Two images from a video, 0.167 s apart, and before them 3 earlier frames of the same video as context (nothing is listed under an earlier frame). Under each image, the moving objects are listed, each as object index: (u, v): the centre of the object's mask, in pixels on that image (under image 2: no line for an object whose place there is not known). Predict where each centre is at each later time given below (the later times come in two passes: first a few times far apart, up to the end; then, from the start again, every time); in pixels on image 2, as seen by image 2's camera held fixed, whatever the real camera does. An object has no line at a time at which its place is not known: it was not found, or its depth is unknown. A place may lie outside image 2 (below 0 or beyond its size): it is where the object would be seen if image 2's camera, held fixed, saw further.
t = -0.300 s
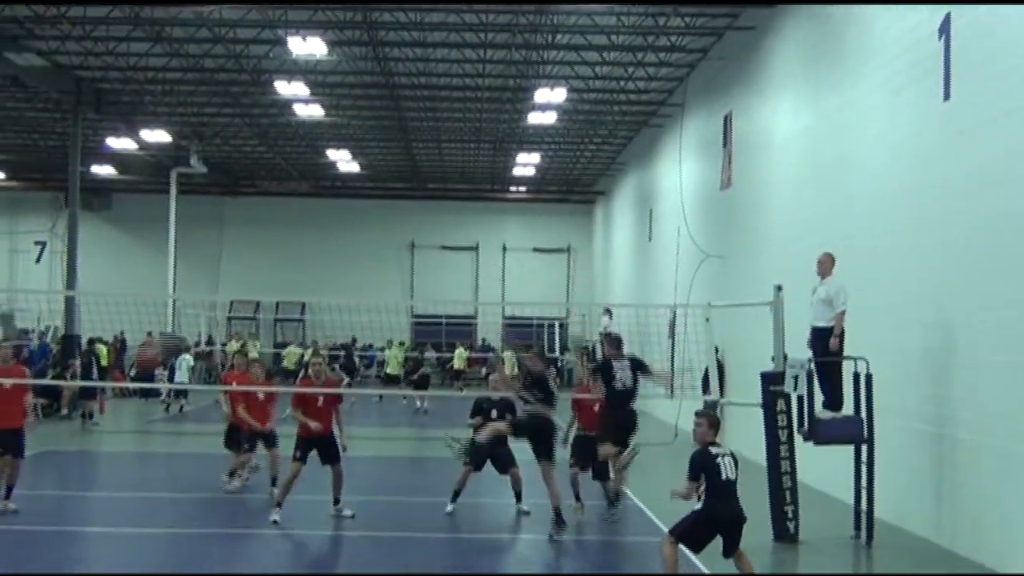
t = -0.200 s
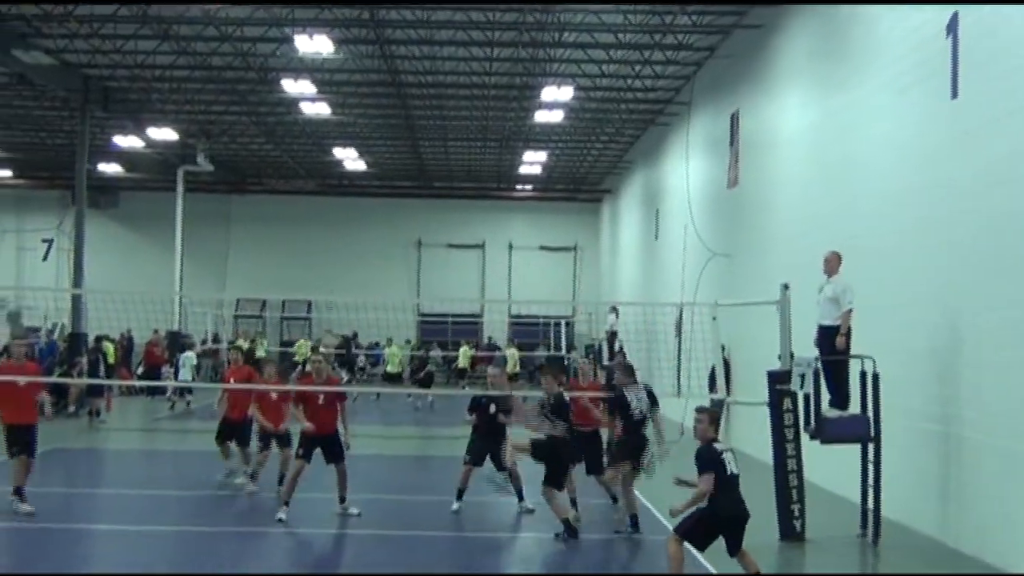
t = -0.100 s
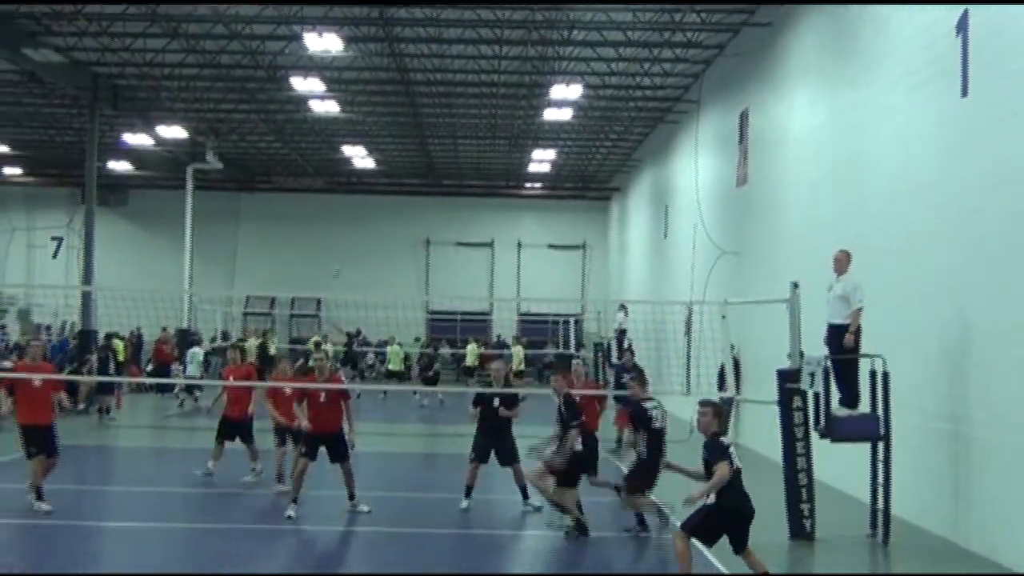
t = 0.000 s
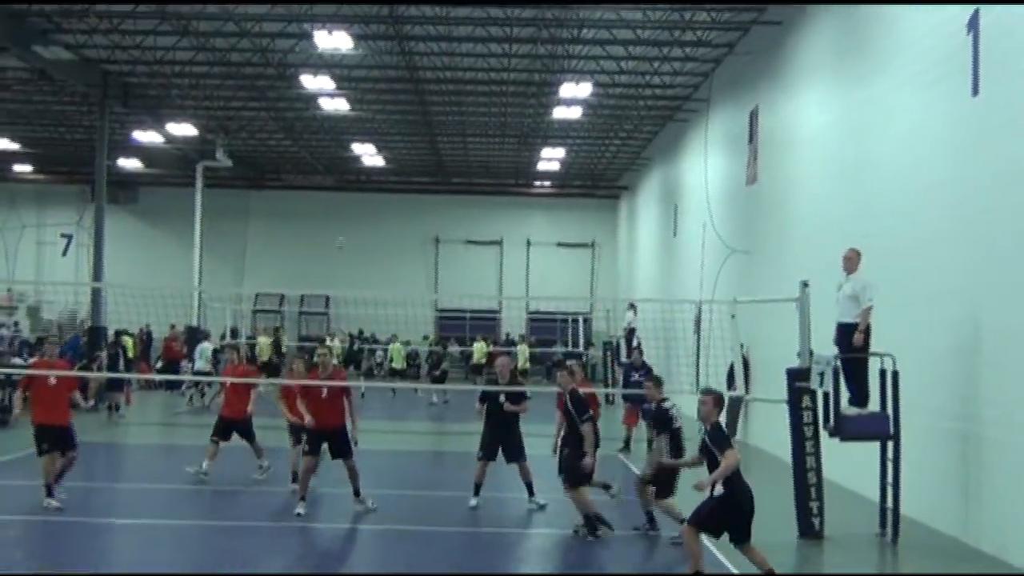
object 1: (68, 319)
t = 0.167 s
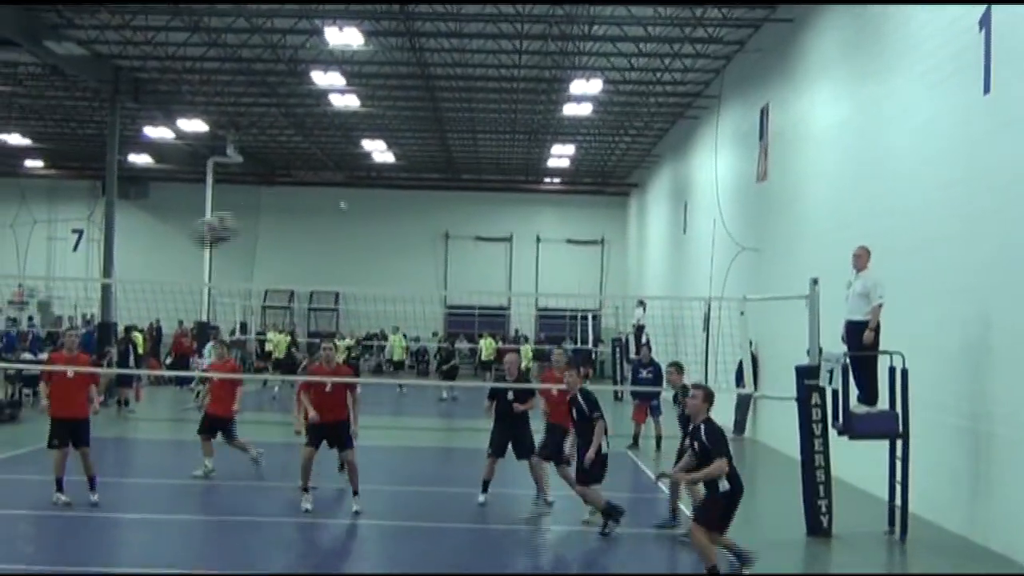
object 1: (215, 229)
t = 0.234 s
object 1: (263, 208)
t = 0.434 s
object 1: (393, 190)
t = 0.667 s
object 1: (519, 241)
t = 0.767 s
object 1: (566, 278)
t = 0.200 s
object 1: (239, 217)
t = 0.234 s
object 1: (263, 208)
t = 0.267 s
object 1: (286, 200)
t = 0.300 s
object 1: (310, 194)
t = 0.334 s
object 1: (332, 190)
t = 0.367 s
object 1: (351, 185)
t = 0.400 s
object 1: (372, 188)
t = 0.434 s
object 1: (393, 190)
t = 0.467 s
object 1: (413, 189)
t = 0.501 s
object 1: (432, 196)
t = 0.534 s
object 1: (448, 204)
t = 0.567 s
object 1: (468, 209)
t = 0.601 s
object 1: (485, 220)
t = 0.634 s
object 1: (500, 229)
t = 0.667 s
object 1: (519, 241)
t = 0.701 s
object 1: (535, 252)
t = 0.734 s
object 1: (552, 264)
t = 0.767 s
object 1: (566, 278)
